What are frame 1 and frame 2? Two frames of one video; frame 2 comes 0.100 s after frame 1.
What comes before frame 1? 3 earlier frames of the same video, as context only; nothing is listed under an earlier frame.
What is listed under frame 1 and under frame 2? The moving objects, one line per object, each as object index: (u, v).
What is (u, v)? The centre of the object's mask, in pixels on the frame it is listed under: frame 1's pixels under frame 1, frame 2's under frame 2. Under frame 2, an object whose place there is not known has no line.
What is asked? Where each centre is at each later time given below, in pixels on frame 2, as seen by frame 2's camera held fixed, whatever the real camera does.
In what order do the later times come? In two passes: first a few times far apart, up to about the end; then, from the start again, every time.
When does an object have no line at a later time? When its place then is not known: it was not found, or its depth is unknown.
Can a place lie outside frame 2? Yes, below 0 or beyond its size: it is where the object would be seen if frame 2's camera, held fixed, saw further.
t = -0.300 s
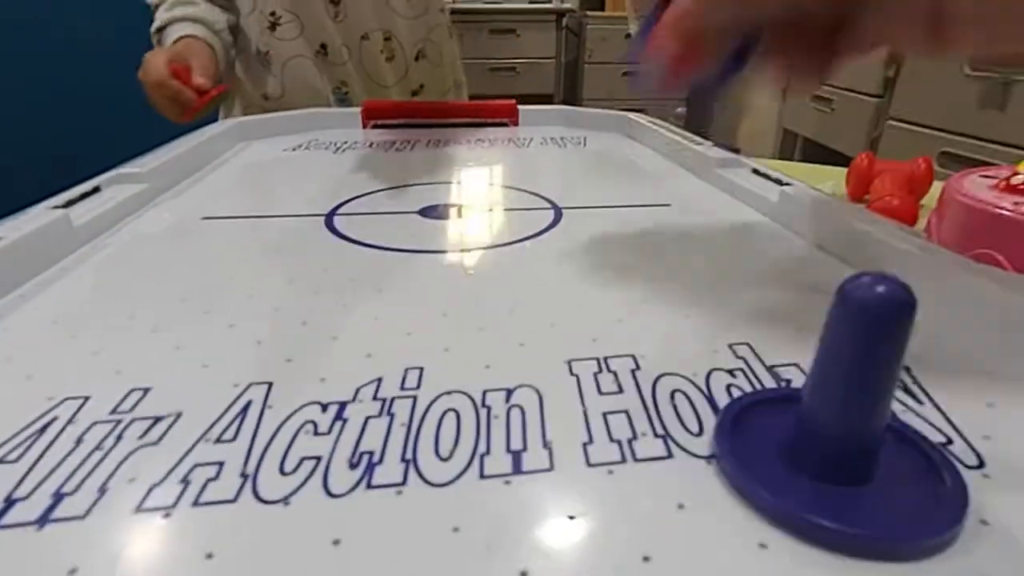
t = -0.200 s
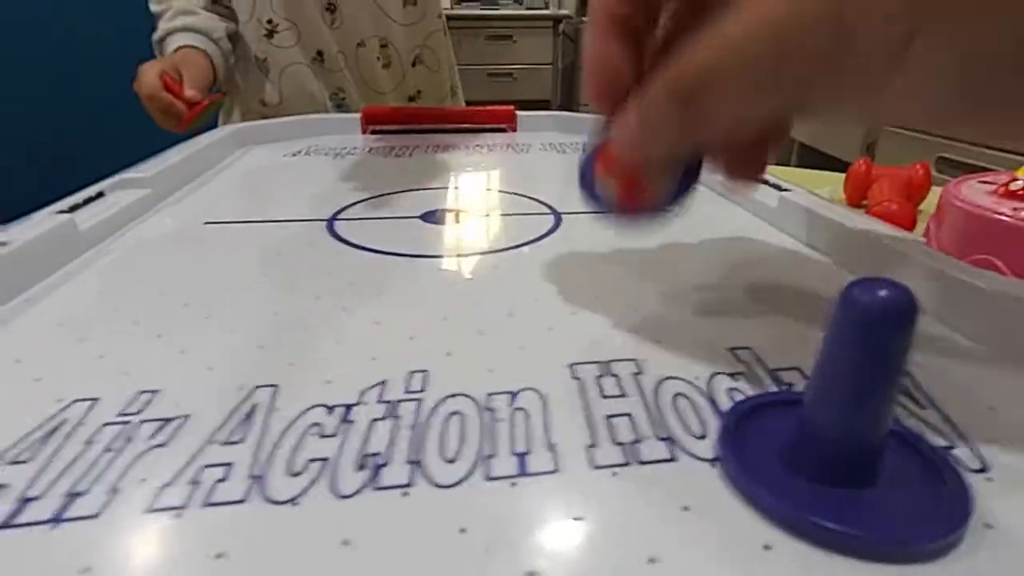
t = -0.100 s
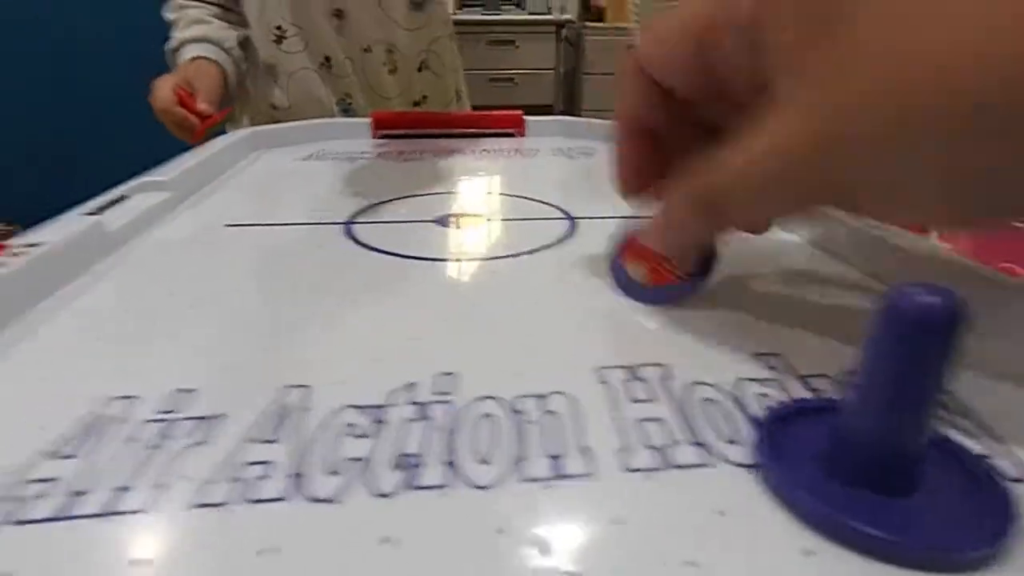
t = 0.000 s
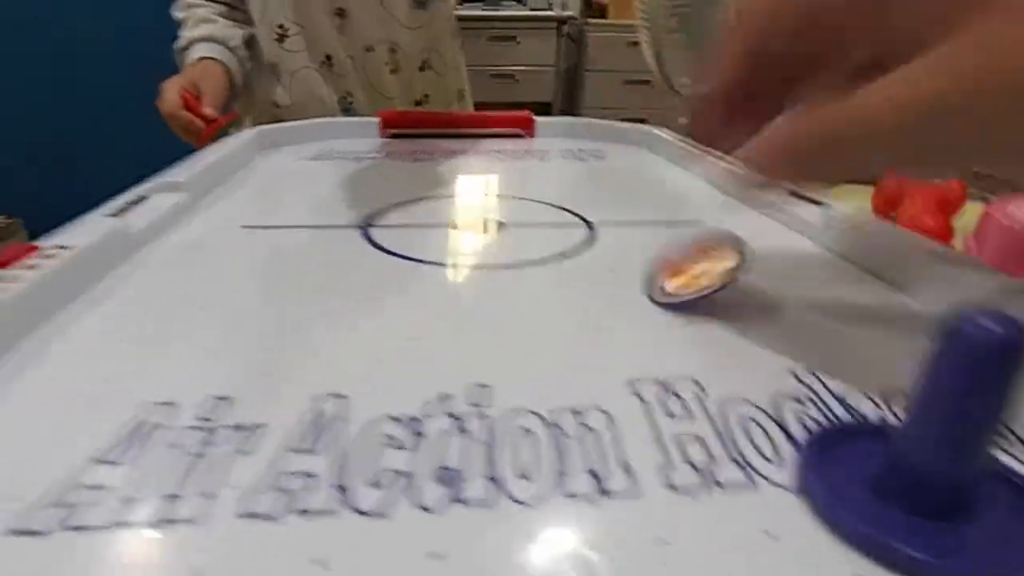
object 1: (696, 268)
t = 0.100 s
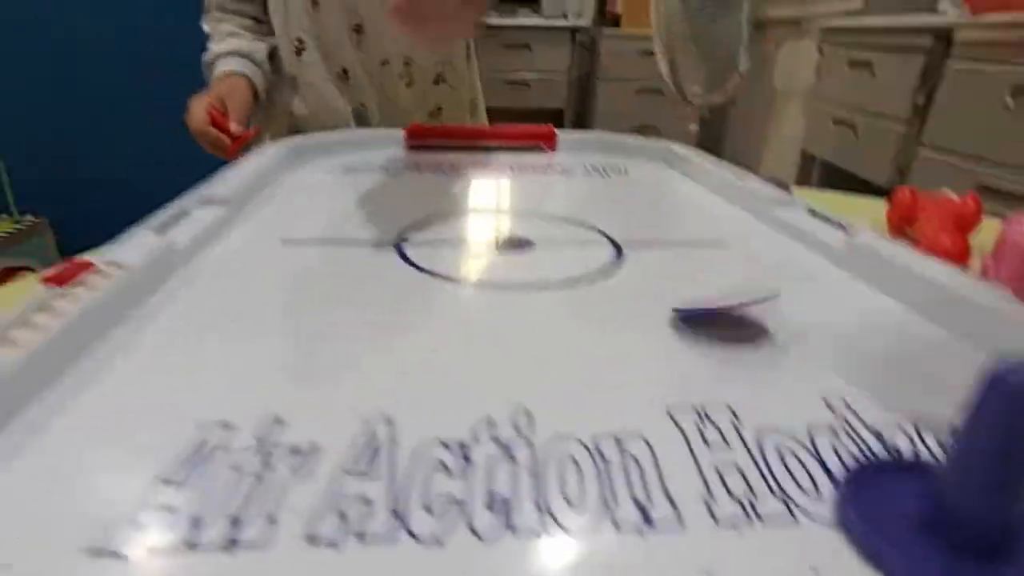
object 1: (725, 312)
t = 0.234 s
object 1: (711, 316)
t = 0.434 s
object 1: (717, 323)
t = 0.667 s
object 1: (715, 324)
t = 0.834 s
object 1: (716, 323)
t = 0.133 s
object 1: (718, 323)
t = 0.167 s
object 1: (717, 322)
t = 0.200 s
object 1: (717, 317)
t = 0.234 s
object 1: (711, 316)
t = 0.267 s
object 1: (713, 313)
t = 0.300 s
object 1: (715, 312)
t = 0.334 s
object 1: (715, 313)
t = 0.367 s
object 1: (720, 316)
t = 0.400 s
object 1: (719, 318)
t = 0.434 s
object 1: (717, 323)
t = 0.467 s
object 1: (717, 323)
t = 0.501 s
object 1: (716, 323)
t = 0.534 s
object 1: (716, 321)
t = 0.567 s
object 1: (716, 322)
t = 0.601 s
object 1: (716, 323)
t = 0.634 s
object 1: (715, 324)
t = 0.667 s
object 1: (715, 324)
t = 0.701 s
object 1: (715, 324)
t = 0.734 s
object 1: (716, 324)
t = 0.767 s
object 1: (716, 324)
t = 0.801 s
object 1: (716, 324)
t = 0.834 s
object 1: (716, 323)
